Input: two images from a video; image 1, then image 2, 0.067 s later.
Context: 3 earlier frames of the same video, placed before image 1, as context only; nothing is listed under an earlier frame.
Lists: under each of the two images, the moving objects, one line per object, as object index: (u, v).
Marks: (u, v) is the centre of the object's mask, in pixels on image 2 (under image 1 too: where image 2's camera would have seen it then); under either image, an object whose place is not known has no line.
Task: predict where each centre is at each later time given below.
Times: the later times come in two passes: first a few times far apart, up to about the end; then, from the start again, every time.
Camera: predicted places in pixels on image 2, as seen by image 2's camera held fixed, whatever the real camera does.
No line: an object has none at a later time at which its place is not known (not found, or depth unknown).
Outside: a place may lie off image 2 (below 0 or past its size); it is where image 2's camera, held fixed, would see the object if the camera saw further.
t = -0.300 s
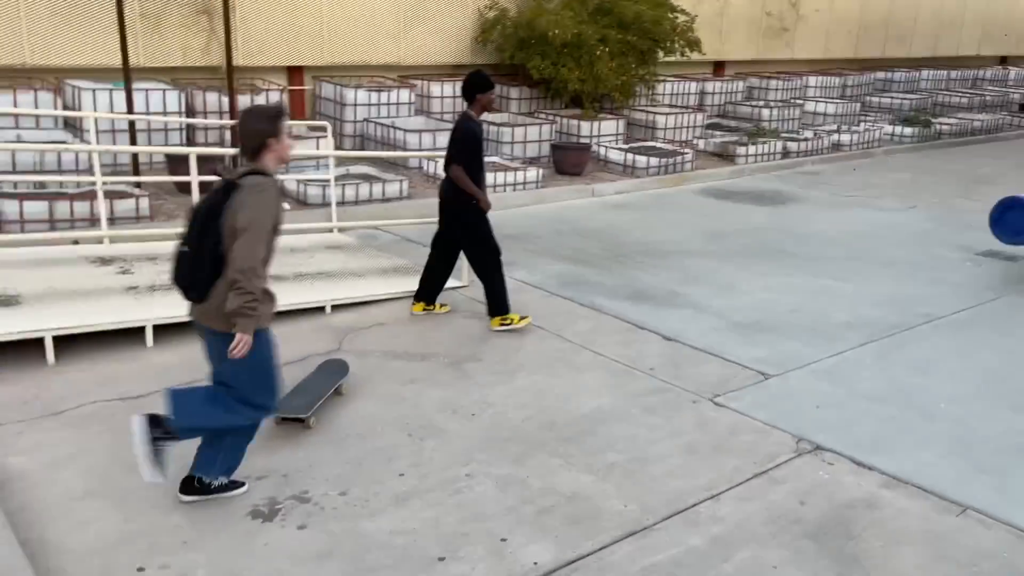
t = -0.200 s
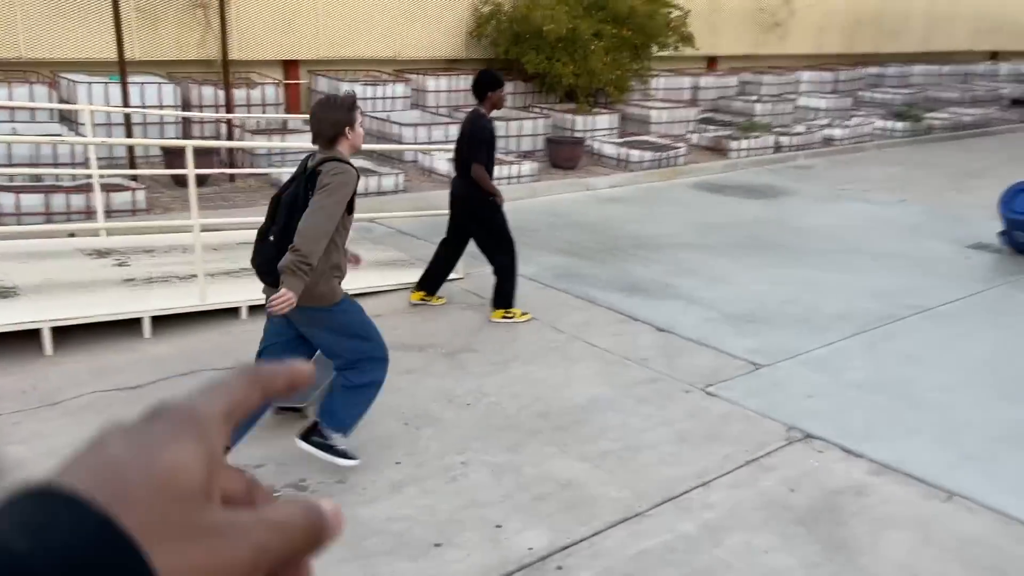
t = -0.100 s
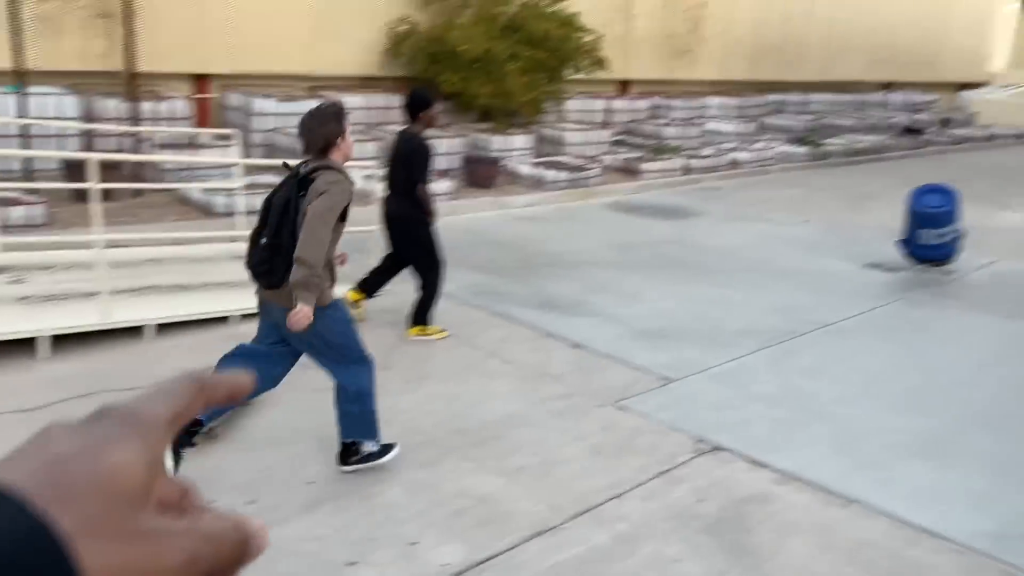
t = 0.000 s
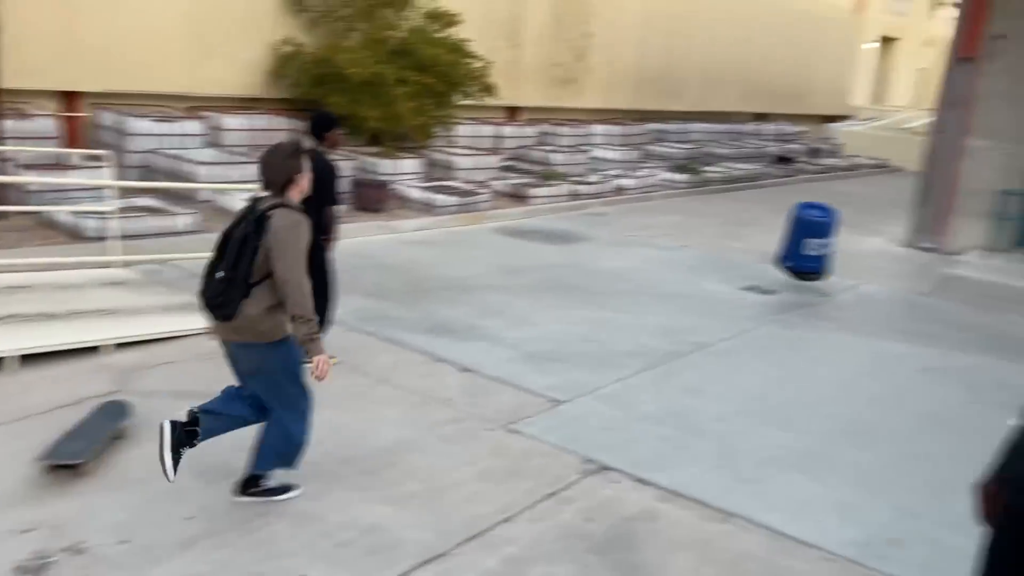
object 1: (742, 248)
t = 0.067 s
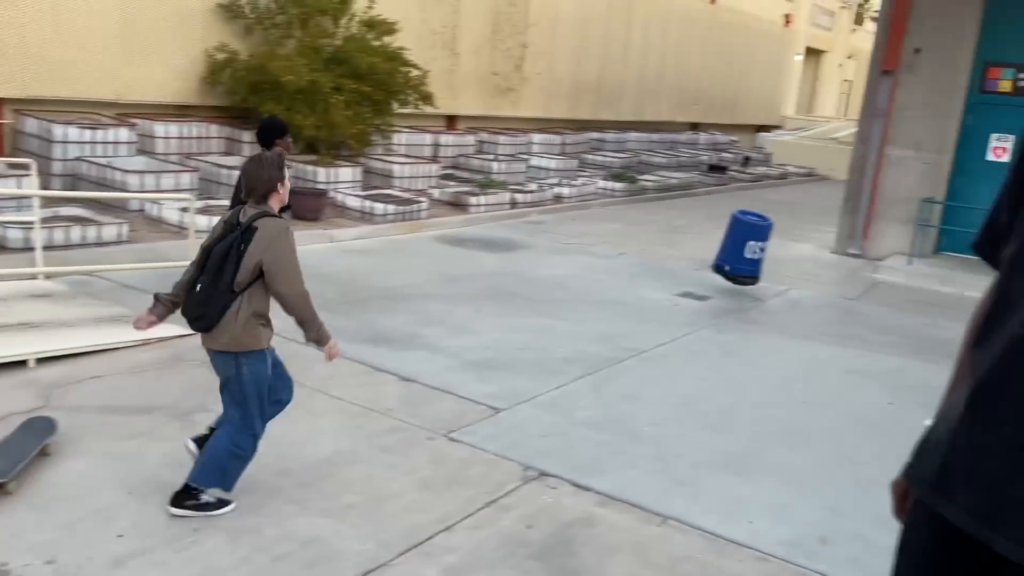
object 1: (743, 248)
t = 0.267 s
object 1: (751, 257)
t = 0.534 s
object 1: (761, 252)
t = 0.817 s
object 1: (765, 257)
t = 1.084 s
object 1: (775, 258)
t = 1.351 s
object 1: (785, 257)
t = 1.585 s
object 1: (791, 254)
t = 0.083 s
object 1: (744, 249)
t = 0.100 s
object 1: (745, 249)
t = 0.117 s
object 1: (745, 249)
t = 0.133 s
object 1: (746, 250)
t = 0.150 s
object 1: (747, 251)
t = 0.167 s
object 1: (748, 252)
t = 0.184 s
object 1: (748, 253)
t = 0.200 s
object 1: (749, 255)
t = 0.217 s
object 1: (749, 257)
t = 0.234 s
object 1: (750, 258)
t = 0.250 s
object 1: (750, 258)
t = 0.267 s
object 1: (751, 257)
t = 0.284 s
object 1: (753, 256)
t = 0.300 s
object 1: (753, 255)
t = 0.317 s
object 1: (754, 255)
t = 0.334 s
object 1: (755, 254)
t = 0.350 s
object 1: (756, 254)
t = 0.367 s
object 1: (757, 254)
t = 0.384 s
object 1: (758, 254)
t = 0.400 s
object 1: (758, 254)
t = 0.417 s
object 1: (759, 254)
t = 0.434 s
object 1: (759, 253)
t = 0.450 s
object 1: (759, 253)
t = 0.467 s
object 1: (759, 253)
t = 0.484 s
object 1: (760, 252)
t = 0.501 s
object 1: (760, 252)
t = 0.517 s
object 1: (761, 252)
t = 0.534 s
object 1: (761, 252)
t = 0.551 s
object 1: (762, 252)
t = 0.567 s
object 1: (762, 253)
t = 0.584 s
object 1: (763, 253)
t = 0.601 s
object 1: (763, 254)
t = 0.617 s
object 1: (763, 255)
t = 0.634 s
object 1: (763, 255)
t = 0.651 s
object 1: (764, 256)
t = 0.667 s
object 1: (763, 256)
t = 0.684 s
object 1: (763, 257)
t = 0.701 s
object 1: (763, 258)
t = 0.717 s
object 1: (763, 259)
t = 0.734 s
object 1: (763, 260)
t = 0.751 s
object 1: (763, 259)
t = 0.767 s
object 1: (764, 258)
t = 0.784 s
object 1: (765, 258)
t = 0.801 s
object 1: (765, 257)
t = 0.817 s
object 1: (765, 257)
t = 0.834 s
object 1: (766, 257)
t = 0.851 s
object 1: (767, 256)
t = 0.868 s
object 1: (767, 256)
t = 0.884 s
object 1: (768, 256)
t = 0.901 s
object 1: (769, 256)
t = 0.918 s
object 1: (769, 256)
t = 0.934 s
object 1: (770, 256)
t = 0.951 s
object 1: (770, 256)
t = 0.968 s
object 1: (771, 257)
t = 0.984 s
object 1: (771, 257)
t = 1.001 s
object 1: (772, 258)
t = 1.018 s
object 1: (772, 258)
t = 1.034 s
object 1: (773, 258)
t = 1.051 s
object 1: (773, 258)
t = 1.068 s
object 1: (774, 258)
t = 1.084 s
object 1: (775, 258)
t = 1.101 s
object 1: (776, 257)
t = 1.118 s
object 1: (776, 257)
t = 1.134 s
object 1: (777, 257)
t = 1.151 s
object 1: (778, 258)
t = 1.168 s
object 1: (778, 258)
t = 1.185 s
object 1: (779, 258)
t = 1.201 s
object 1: (779, 258)
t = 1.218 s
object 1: (780, 258)
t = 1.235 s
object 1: (781, 257)
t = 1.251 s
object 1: (781, 257)
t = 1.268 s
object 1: (782, 257)
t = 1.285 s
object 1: (782, 257)
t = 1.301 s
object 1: (783, 257)
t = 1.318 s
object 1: (784, 257)
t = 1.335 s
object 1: (784, 257)
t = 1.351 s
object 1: (785, 257)
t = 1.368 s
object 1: (785, 256)
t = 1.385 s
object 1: (786, 256)
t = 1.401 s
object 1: (787, 256)
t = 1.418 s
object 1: (787, 256)
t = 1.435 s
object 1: (787, 255)
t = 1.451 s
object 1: (788, 255)
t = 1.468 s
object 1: (788, 254)
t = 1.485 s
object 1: (788, 254)
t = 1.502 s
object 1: (789, 254)
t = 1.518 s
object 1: (789, 254)
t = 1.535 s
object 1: (789, 254)
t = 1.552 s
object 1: (790, 254)
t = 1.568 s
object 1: (790, 253)
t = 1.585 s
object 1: (791, 254)
